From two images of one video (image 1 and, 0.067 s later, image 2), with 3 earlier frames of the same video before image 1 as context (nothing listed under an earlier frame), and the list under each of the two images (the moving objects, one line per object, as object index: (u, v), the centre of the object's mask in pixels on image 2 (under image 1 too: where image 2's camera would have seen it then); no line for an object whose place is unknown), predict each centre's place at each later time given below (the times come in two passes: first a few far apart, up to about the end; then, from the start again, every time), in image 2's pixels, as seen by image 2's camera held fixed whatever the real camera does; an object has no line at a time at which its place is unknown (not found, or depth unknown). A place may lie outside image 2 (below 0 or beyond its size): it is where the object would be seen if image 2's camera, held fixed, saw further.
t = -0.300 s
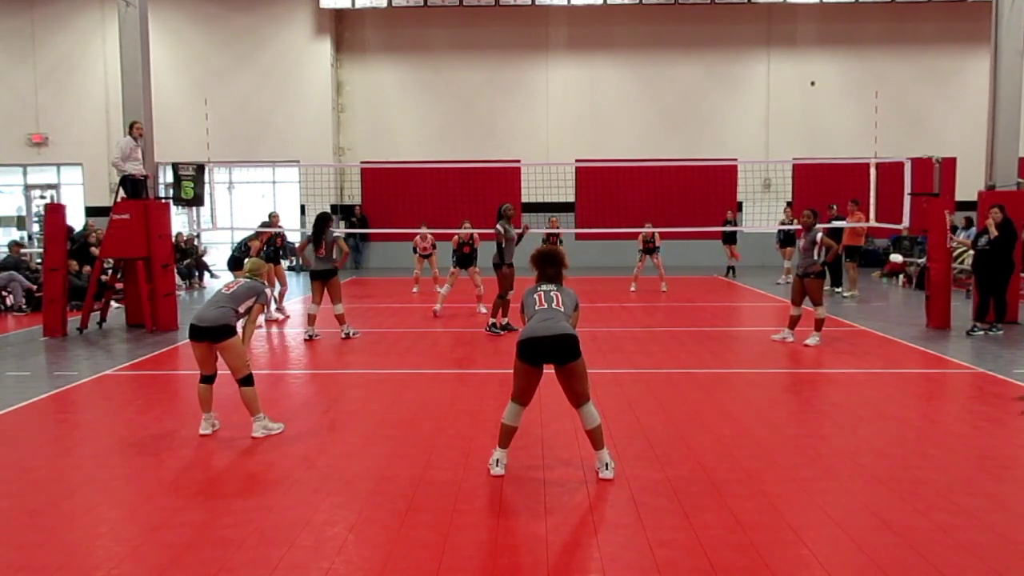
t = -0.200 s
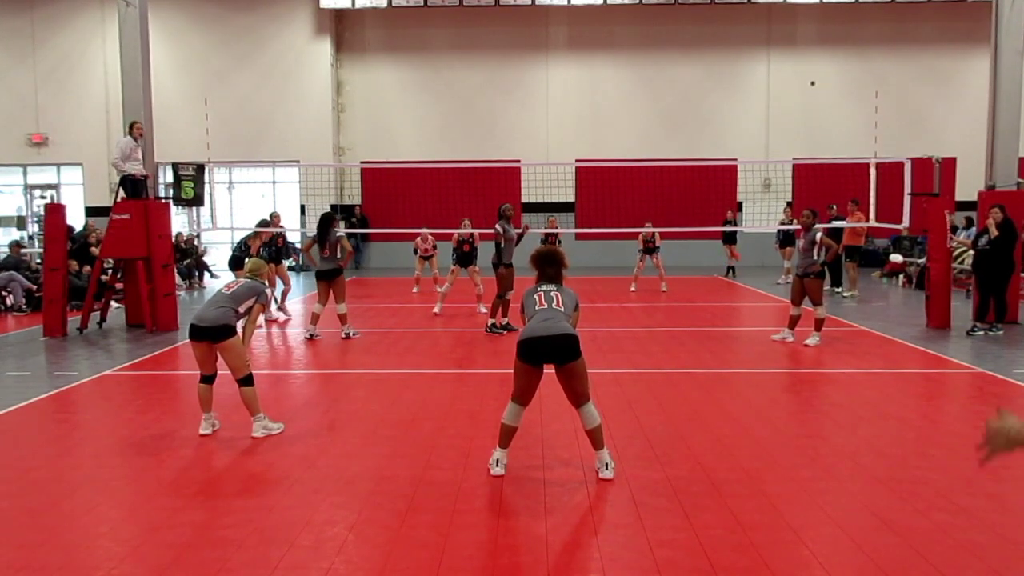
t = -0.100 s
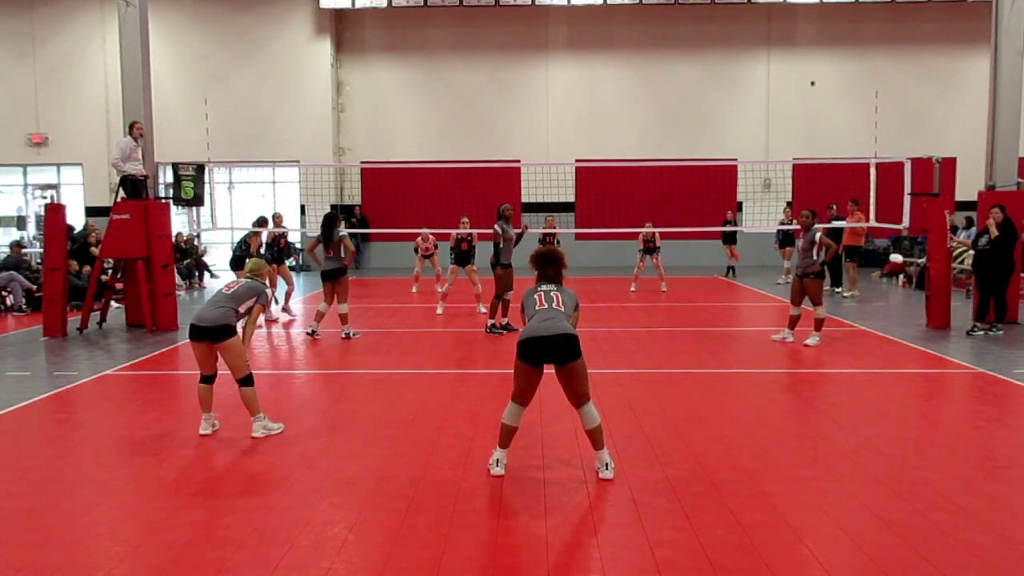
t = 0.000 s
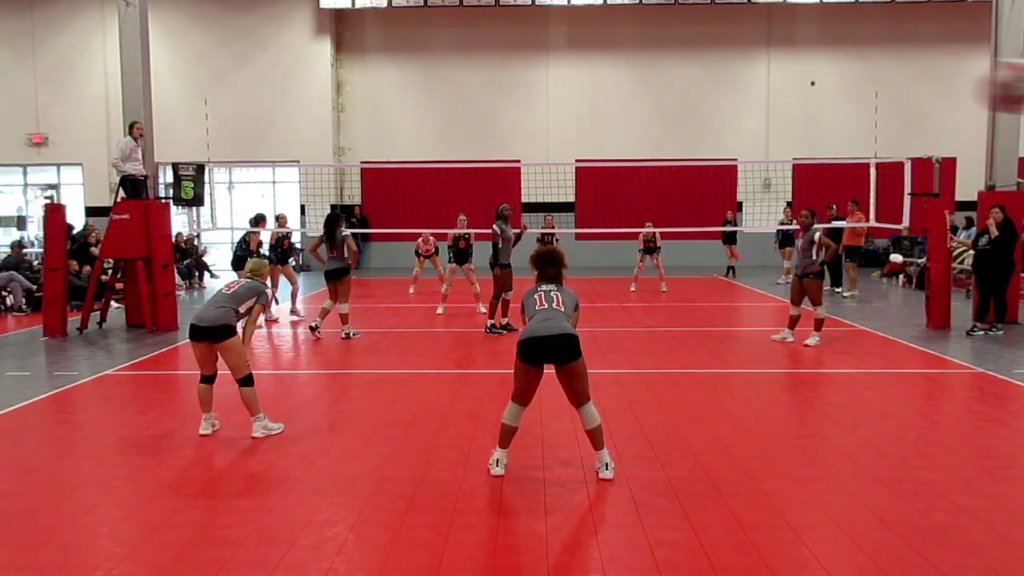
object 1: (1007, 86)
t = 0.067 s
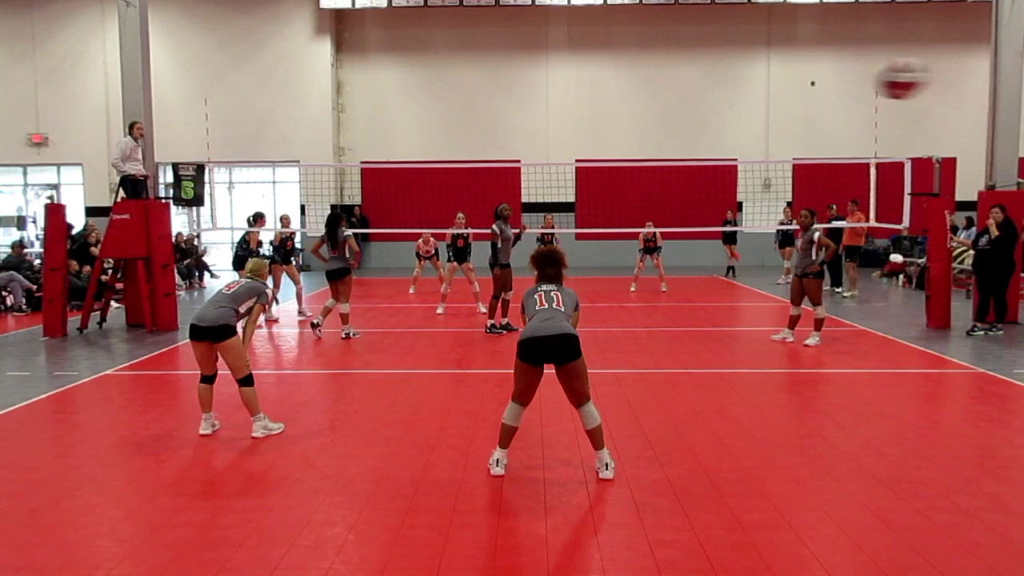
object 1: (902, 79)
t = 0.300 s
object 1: (744, 106)
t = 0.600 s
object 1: (673, 159)
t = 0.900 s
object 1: (653, 183)
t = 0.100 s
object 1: (864, 78)
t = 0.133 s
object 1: (834, 80)
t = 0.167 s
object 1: (810, 83)
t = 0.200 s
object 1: (790, 87)
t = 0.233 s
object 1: (772, 93)
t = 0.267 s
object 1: (757, 98)
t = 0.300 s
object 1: (744, 106)
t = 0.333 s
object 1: (731, 112)
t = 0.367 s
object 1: (720, 119)
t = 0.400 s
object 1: (711, 127)
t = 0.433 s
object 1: (702, 135)
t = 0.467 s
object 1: (694, 144)
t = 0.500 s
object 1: (686, 151)
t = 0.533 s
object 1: (679, 158)
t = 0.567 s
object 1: (676, 160)
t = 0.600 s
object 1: (673, 159)
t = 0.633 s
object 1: (671, 158)
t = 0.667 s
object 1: (668, 157)
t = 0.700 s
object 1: (665, 159)
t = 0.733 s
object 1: (663, 165)
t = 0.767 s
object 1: (661, 166)
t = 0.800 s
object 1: (658, 169)
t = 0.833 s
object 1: (656, 173)
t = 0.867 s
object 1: (655, 178)
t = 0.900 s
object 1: (653, 183)
